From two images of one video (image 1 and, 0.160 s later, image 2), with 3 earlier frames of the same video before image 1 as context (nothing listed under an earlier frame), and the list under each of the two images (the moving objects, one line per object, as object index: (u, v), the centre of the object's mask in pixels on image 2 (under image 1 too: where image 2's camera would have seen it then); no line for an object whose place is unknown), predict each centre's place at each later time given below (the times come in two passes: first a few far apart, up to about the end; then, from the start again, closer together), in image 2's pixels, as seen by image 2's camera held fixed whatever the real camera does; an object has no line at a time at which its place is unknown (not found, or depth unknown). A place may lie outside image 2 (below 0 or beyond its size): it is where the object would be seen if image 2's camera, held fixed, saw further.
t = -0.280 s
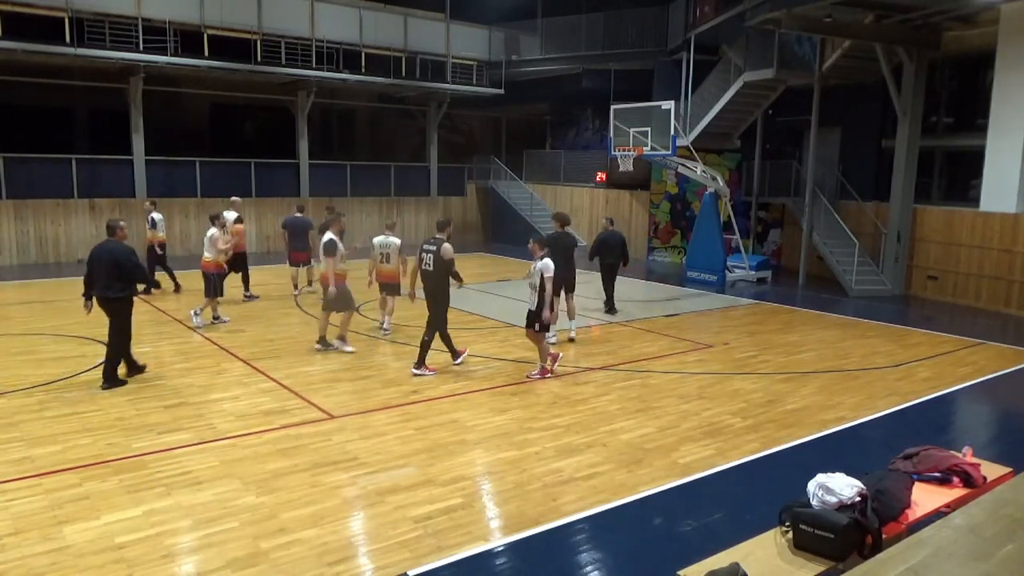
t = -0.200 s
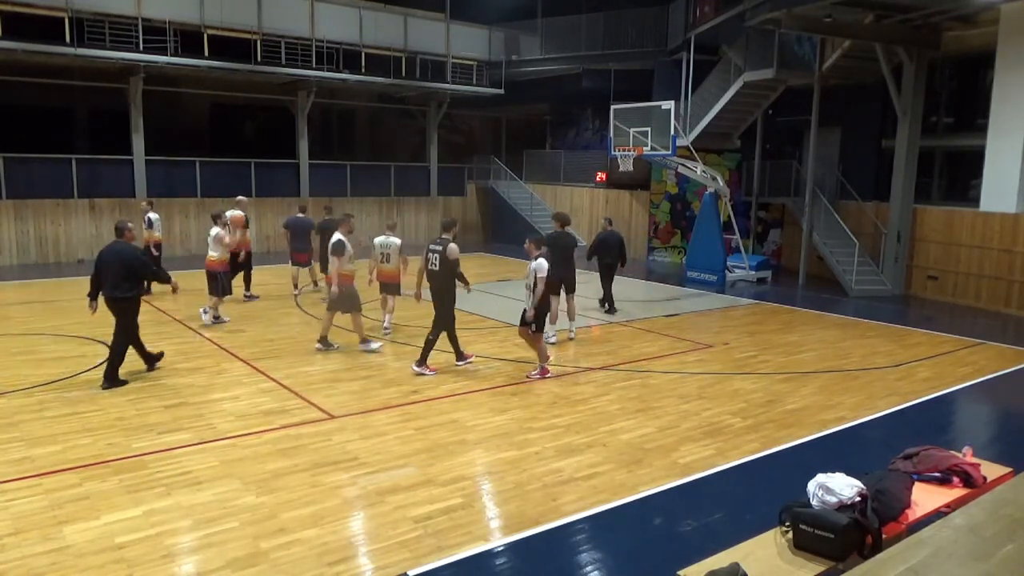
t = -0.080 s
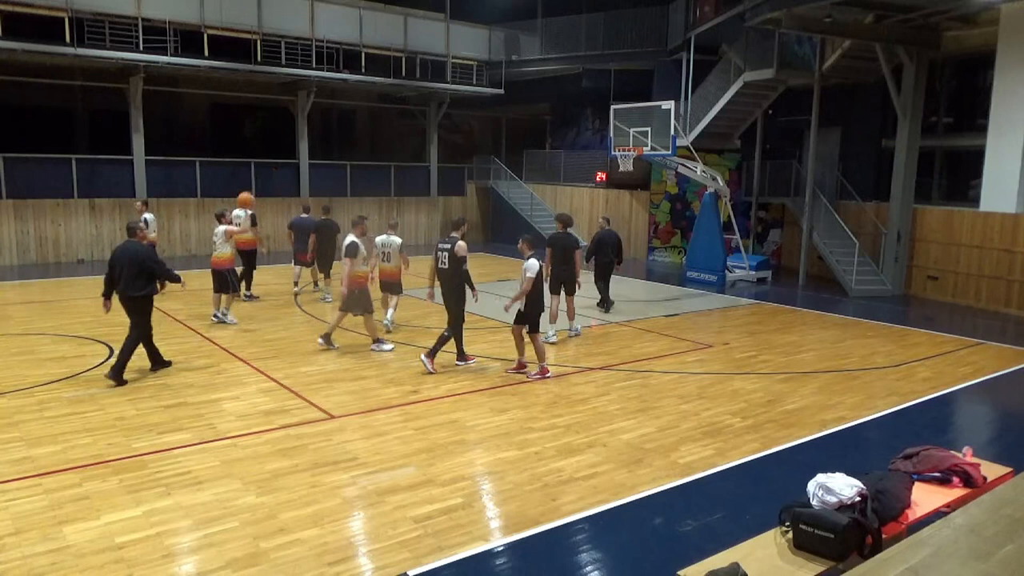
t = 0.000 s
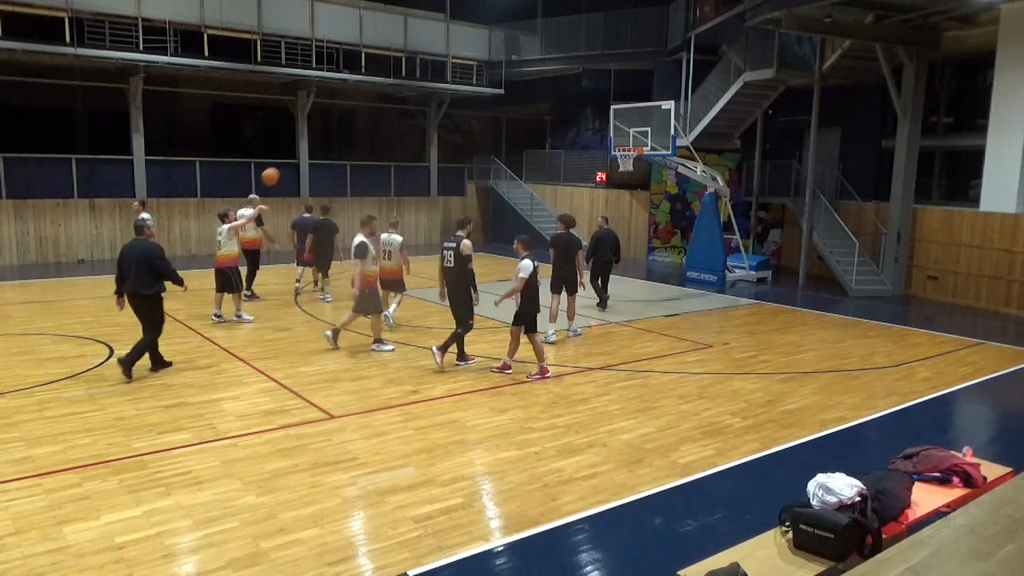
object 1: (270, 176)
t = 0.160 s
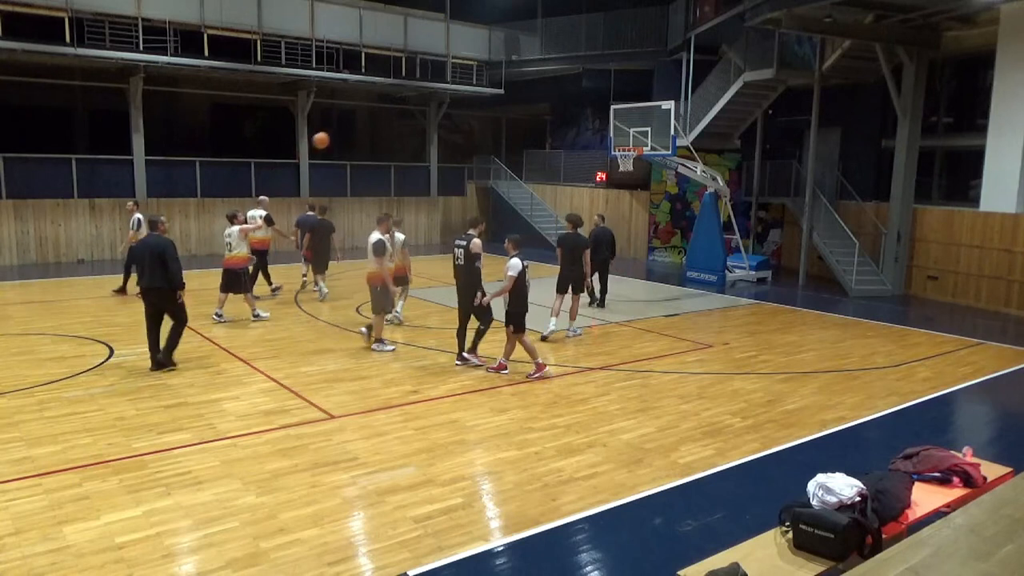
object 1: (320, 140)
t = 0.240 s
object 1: (345, 129)
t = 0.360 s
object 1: (379, 119)
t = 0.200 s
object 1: (333, 134)
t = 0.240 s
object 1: (345, 129)
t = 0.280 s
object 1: (356, 125)
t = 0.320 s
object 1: (368, 121)
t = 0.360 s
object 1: (379, 119)
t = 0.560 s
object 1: (433, 120)
